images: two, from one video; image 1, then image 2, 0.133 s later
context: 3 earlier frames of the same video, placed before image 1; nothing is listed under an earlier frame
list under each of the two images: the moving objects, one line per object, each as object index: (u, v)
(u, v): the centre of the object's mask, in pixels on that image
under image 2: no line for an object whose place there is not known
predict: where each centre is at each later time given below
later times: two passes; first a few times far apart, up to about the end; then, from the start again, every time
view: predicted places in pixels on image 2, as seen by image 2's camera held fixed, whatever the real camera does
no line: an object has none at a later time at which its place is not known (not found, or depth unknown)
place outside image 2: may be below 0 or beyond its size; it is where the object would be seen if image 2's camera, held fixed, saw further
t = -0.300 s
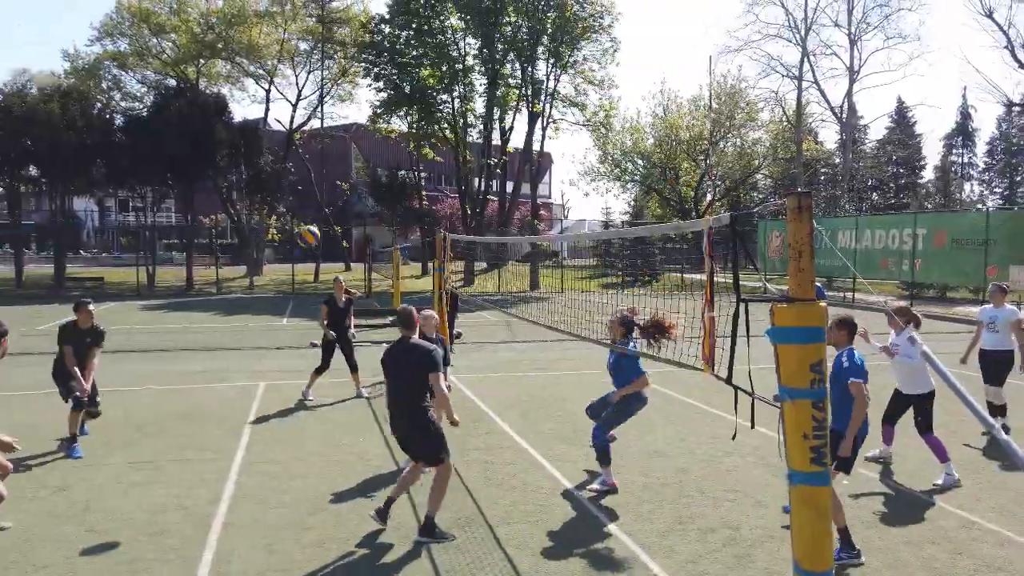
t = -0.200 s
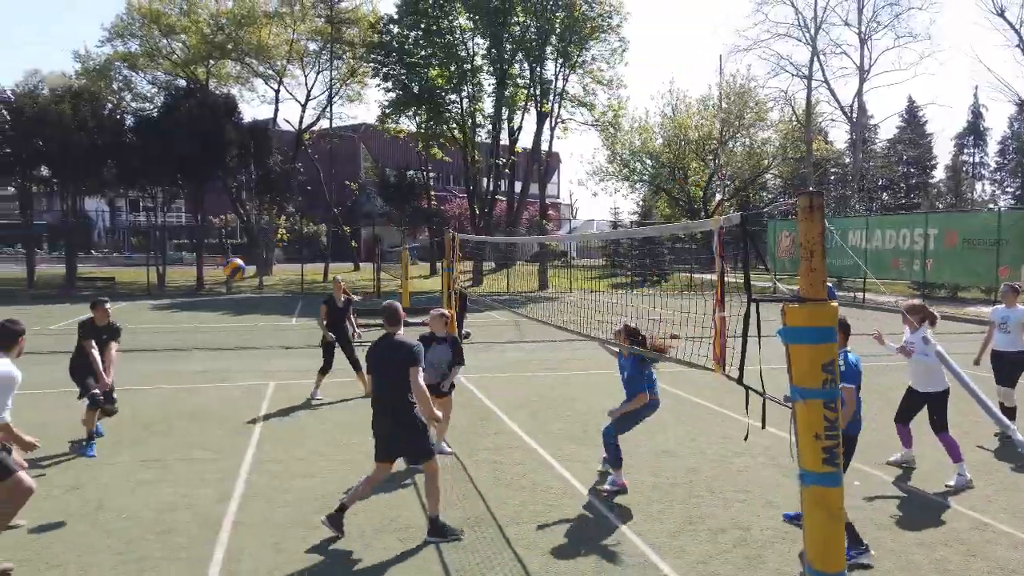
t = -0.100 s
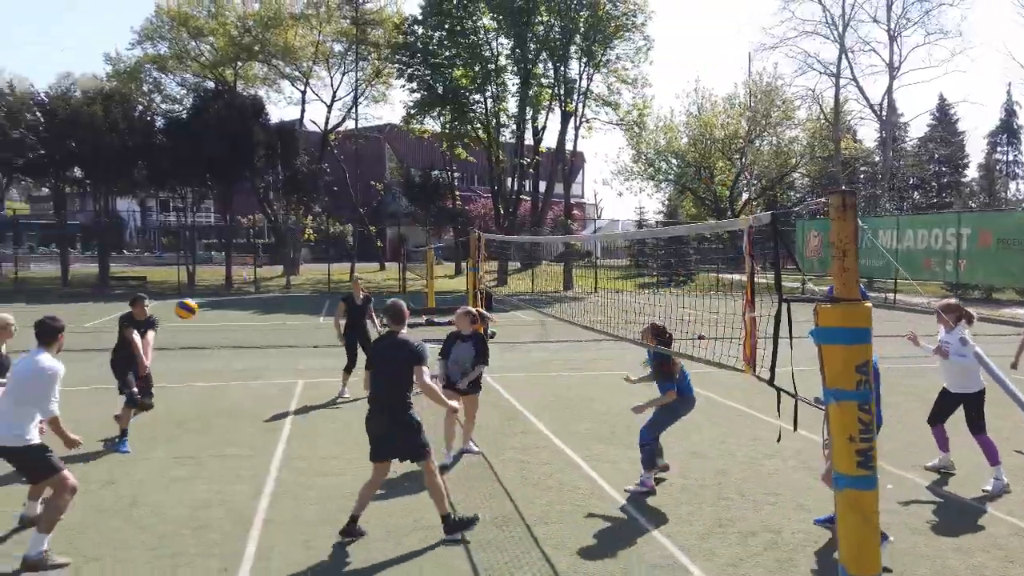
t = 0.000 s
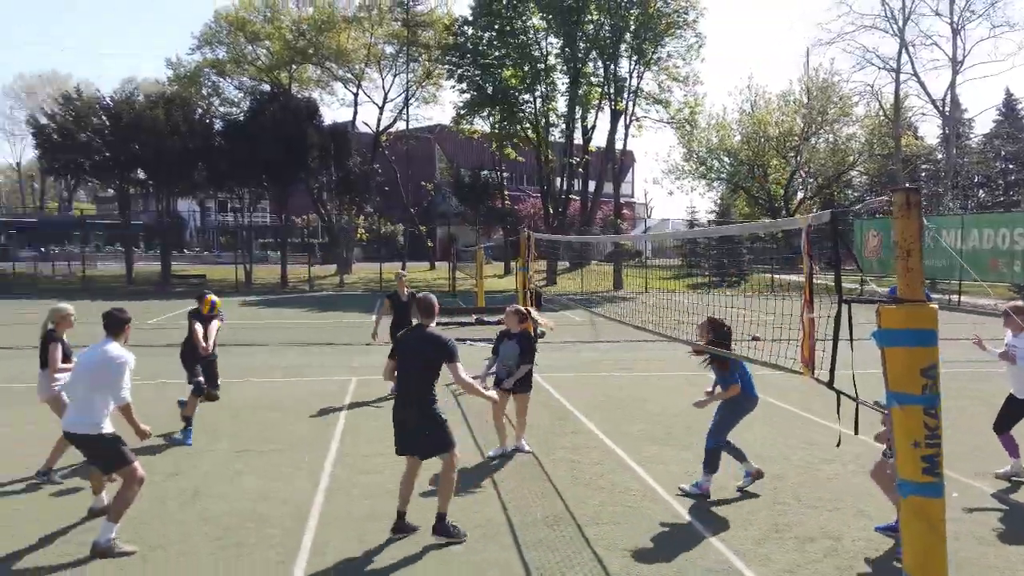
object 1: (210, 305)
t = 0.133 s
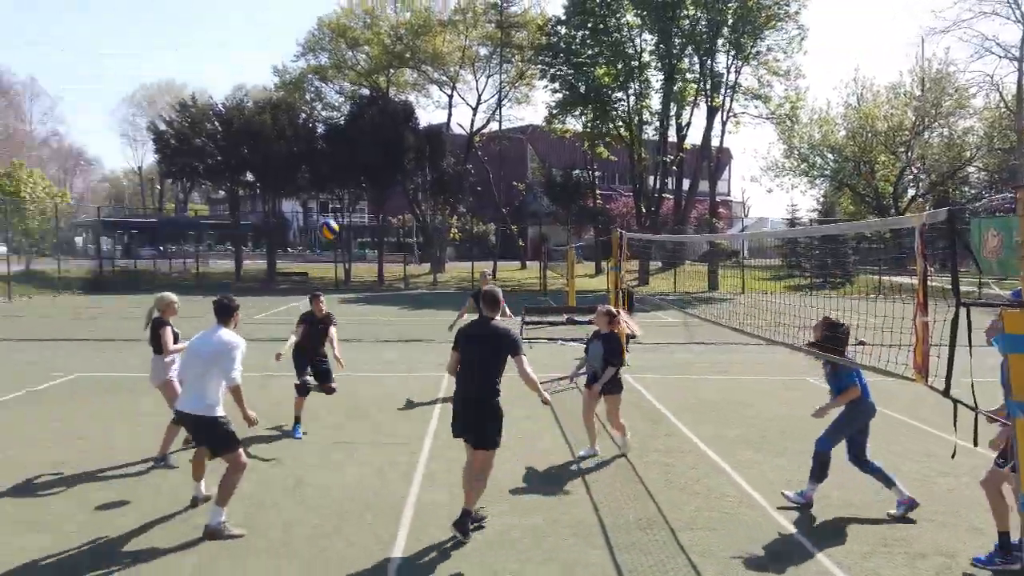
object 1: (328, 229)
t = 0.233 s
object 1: (340, 184)
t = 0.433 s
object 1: (367, 117)
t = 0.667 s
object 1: (401, 85)
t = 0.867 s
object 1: (432, 104)
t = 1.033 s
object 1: (460, 154)
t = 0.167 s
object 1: (332, 214)
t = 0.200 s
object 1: (336, 198)
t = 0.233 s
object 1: (340, 184)
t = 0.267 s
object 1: (344, 170)
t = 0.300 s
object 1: (349, 158)
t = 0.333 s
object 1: (353, 146)
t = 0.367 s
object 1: (358, 135)
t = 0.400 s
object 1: (363, 126)
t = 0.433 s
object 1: (367, 117)
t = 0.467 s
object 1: (372, 110)
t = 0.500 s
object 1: (377, 103)
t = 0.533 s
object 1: (382, 97)
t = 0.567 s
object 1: (388, 91)
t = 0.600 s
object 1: (391, 90)
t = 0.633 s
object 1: (396, 87)
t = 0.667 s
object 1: (401, 85)
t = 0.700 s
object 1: (407, 85)
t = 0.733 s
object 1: (411, 87)
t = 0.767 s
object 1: (417, 89)
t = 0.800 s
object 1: (421, 92)
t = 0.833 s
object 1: (426, 97)
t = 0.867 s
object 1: (432, 104)
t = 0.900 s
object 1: (437, 112)
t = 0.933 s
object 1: (443, 120)
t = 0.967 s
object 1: (448, 130)
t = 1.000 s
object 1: (454, 142)
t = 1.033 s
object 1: (460, 154)
